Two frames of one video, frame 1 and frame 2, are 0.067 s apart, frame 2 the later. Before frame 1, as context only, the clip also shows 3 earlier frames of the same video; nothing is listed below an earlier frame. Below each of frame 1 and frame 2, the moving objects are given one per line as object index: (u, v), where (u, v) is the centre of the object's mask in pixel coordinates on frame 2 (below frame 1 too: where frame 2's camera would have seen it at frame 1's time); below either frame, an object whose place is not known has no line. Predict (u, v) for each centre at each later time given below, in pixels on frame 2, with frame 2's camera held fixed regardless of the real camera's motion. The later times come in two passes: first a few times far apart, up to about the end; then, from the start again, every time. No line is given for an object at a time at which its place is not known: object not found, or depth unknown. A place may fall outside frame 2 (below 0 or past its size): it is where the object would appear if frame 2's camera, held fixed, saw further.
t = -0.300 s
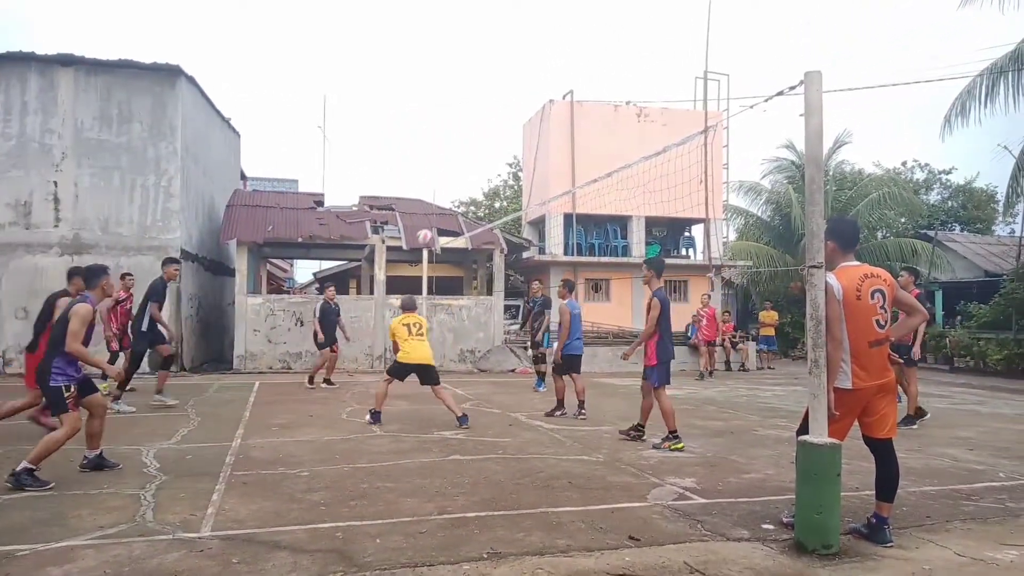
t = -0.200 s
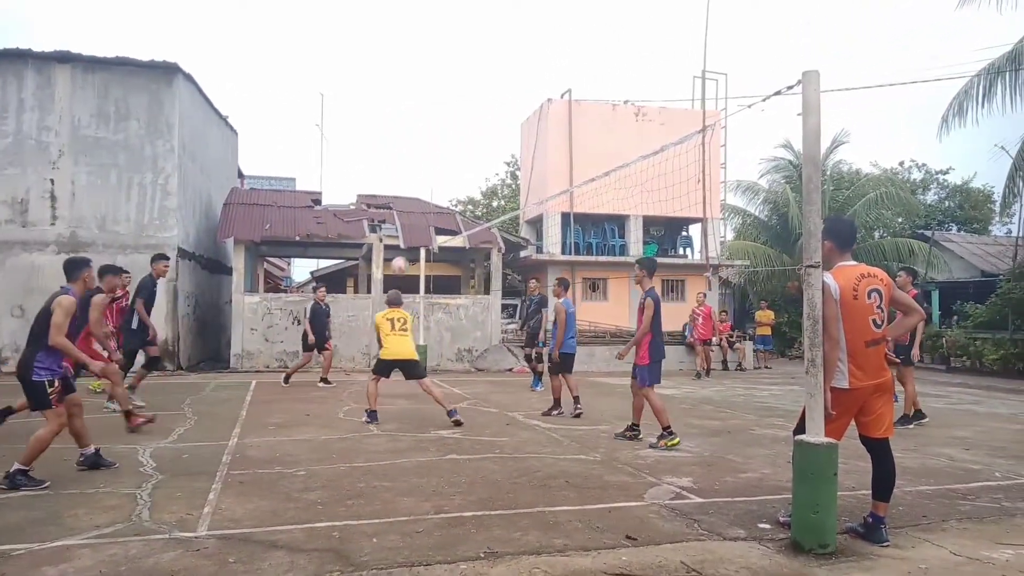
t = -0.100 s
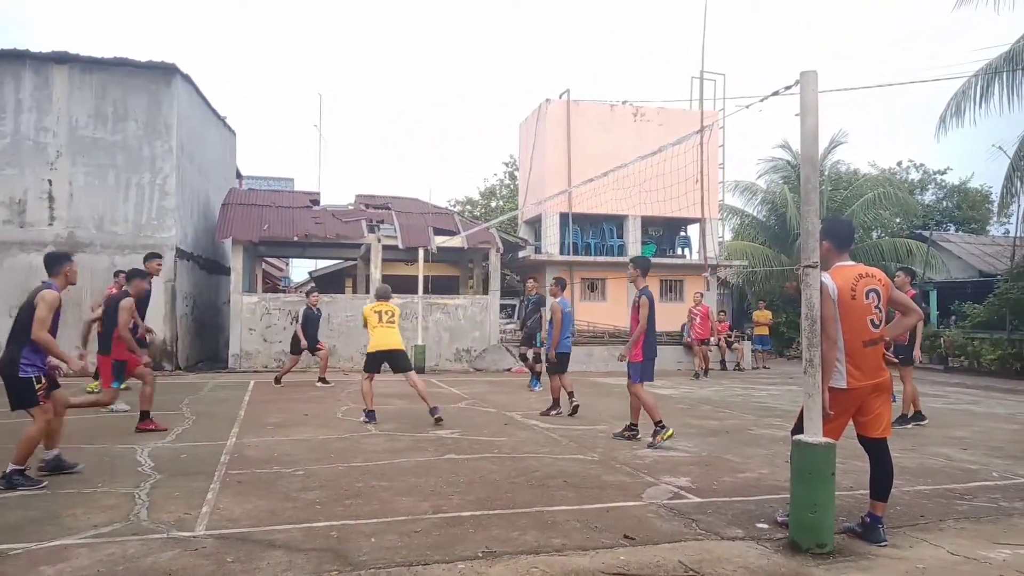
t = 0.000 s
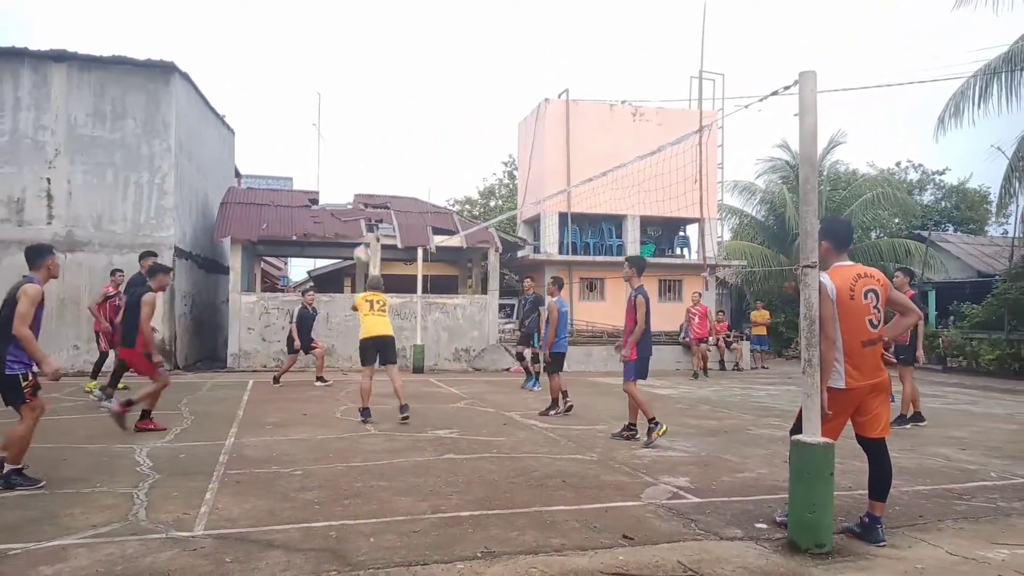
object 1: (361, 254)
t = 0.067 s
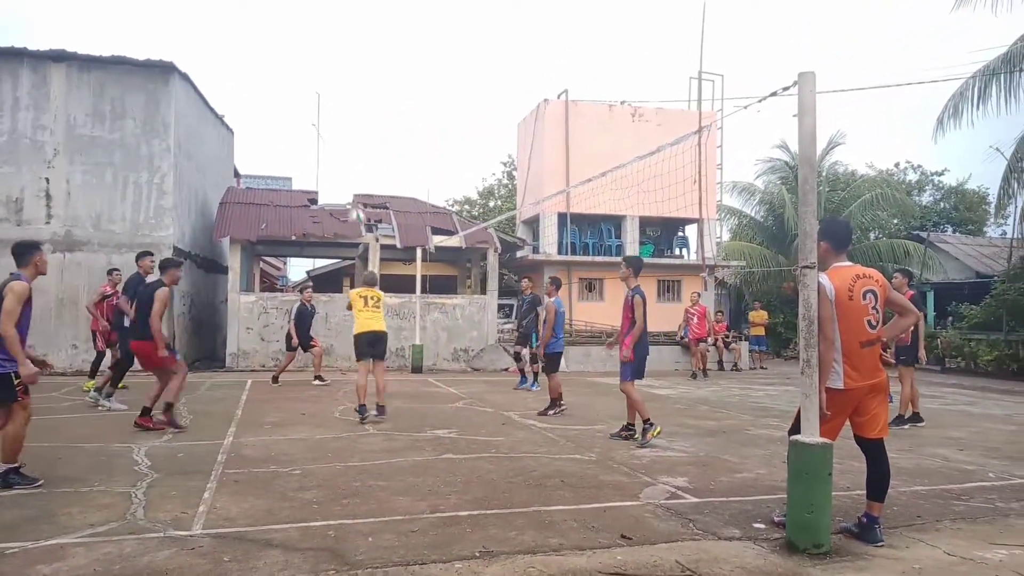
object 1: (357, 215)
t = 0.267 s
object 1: (342, 128)
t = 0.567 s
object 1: (323, 54)
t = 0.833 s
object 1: (305, 49)
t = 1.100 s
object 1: (286, 106)
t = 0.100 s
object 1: (354, 201)
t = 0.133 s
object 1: (351, 185)
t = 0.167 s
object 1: (349, 169)
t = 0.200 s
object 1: (347, 154)
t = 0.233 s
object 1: (345, 141)
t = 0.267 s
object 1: (342, 128)
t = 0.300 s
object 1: (340, 116)
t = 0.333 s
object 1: (338, 105)
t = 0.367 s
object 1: (336, 95)
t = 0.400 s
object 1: (334, 85)
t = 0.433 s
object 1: (331, 78)
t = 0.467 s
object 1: (329, 70)
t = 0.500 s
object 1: (327, 62)
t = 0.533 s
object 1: (325, 57)
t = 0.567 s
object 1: (323, 54)
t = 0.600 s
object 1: (321, 49)
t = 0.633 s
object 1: (318, 46)
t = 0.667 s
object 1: (316, 45)
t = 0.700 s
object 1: (314, 43)
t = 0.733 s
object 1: (312, 44)
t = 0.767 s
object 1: (309, 44)
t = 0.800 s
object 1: (307, 47)
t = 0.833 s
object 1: (305, 49)
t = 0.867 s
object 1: (302, 52)
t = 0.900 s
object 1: (300, 57)
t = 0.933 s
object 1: (298, 64)
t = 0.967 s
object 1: (296, 70)
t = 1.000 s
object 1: (293, 77)
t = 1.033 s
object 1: (291, 85)
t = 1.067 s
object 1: (289, 96)
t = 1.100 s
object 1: (286, 106)
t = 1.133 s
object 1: (284, 117)
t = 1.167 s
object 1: (281, 129)
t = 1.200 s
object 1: (279, 143)
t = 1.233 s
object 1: (276, 157)
